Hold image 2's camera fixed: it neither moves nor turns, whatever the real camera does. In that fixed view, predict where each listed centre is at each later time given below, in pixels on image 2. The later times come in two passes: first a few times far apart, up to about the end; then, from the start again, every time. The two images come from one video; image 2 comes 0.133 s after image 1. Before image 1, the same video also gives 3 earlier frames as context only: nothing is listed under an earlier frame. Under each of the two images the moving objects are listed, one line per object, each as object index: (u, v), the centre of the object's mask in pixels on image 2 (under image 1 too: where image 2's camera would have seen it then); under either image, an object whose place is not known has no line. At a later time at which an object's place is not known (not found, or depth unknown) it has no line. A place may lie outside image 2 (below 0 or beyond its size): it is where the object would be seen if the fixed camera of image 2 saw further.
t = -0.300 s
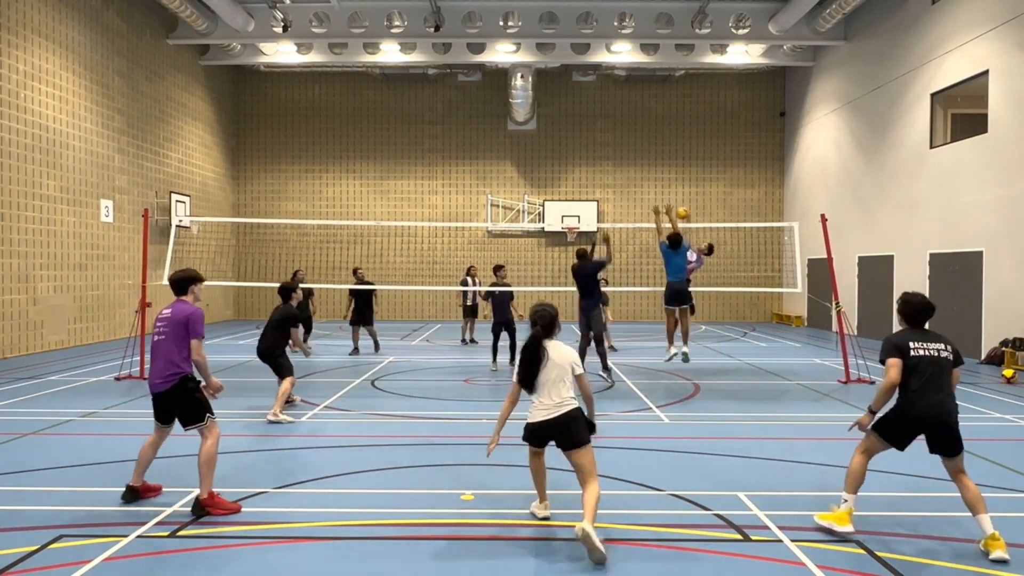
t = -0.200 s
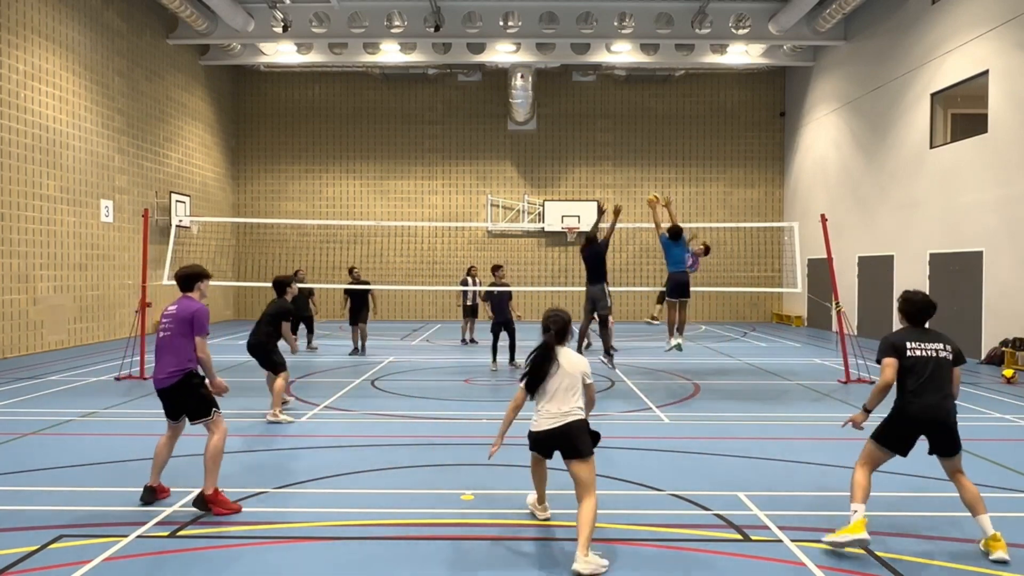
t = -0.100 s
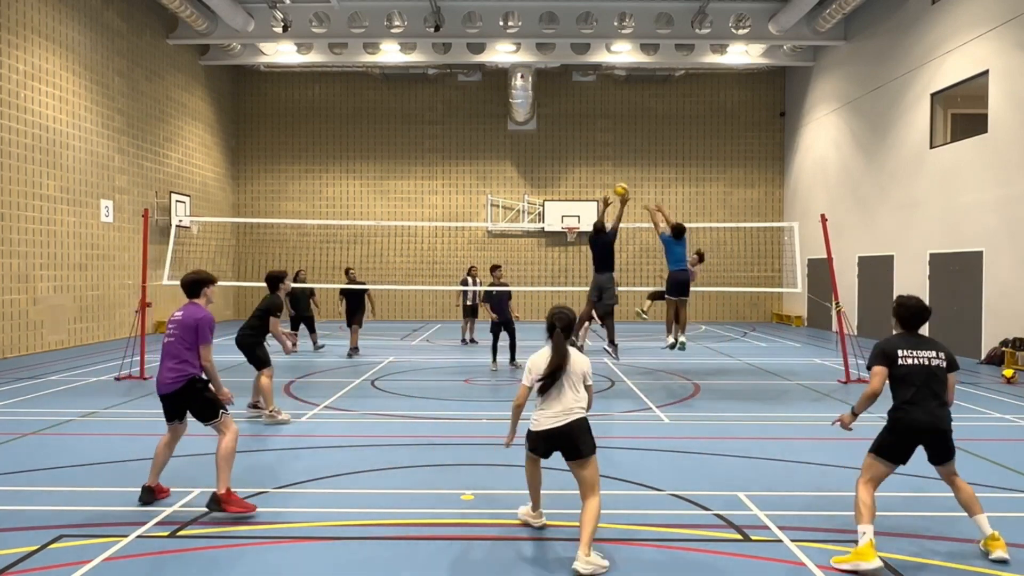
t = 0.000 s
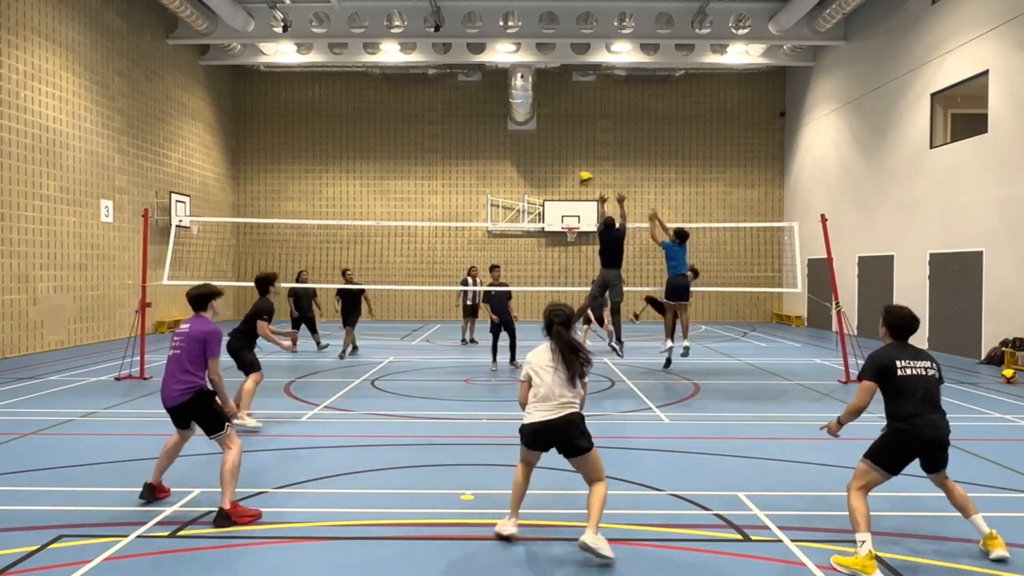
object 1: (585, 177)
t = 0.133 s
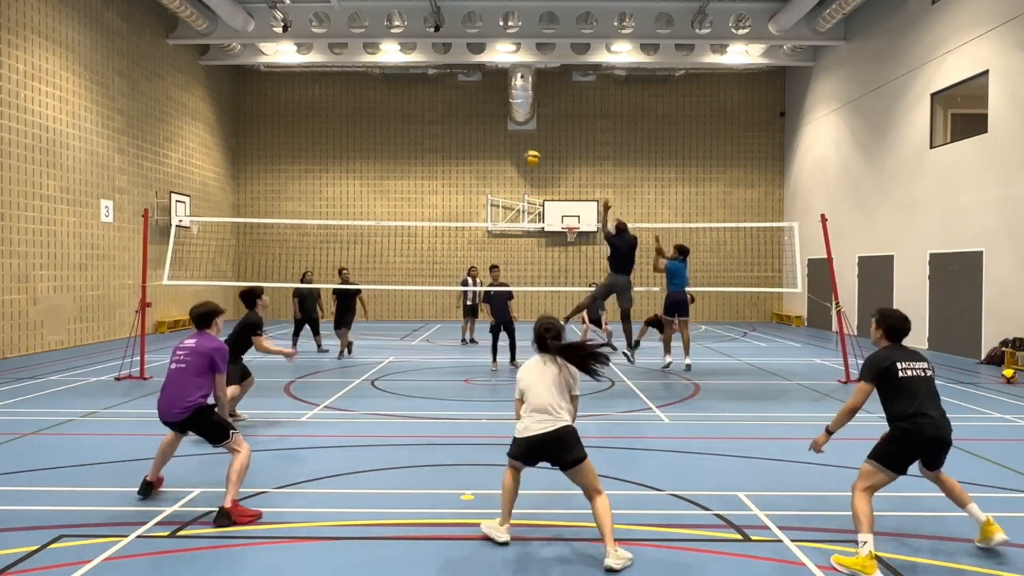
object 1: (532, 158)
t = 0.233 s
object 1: (488, 150)
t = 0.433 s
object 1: (394, 159)
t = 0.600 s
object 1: (305, 195)
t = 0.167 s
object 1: (517, 154)
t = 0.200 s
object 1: (503, 152)
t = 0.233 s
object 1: (488, 150)
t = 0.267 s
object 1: (474, 149)
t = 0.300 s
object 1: (459, 149)
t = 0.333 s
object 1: (443, 150)
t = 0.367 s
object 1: (426, 151)
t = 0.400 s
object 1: (410, 154)
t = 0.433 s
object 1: (394, 159)
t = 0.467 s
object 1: (376, 164)
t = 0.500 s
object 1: (360, 170)
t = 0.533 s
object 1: (342, 177)
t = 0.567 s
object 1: (324, 186)
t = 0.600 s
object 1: (305, 195)
